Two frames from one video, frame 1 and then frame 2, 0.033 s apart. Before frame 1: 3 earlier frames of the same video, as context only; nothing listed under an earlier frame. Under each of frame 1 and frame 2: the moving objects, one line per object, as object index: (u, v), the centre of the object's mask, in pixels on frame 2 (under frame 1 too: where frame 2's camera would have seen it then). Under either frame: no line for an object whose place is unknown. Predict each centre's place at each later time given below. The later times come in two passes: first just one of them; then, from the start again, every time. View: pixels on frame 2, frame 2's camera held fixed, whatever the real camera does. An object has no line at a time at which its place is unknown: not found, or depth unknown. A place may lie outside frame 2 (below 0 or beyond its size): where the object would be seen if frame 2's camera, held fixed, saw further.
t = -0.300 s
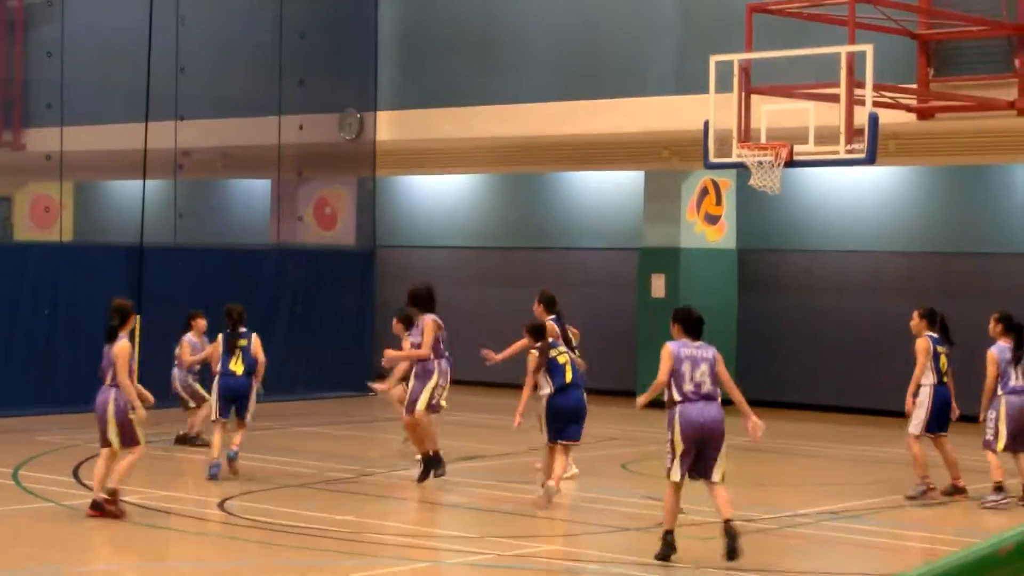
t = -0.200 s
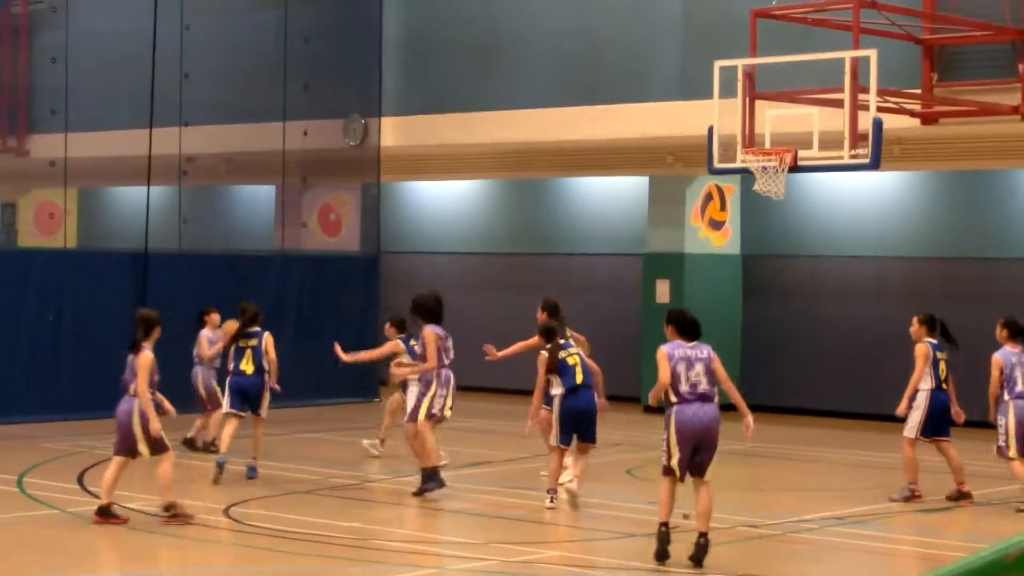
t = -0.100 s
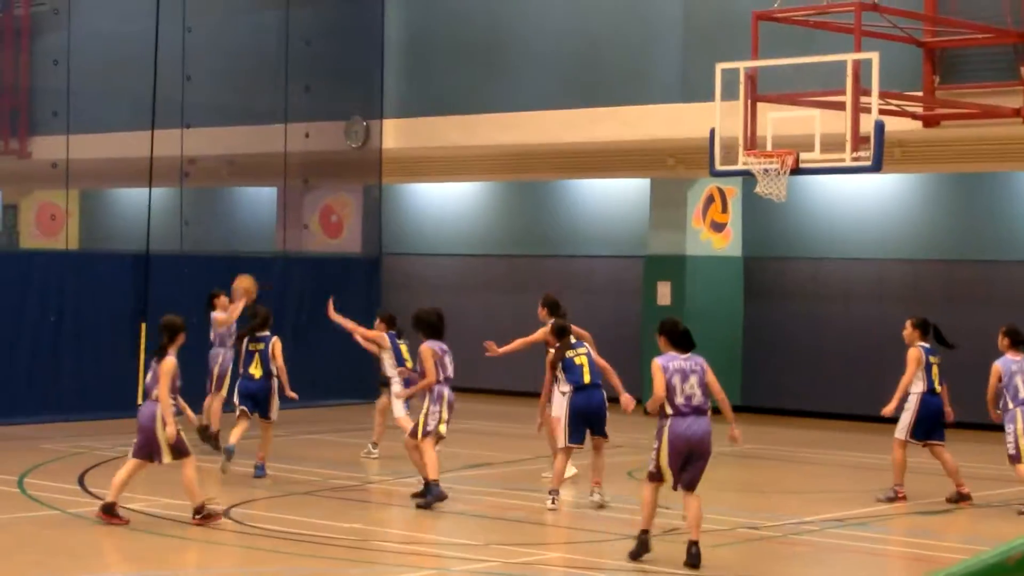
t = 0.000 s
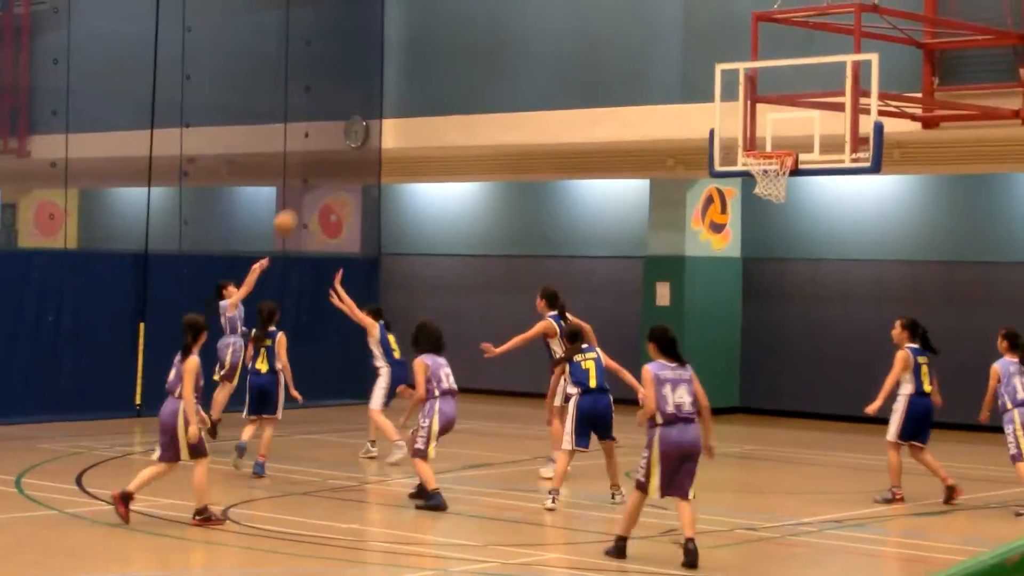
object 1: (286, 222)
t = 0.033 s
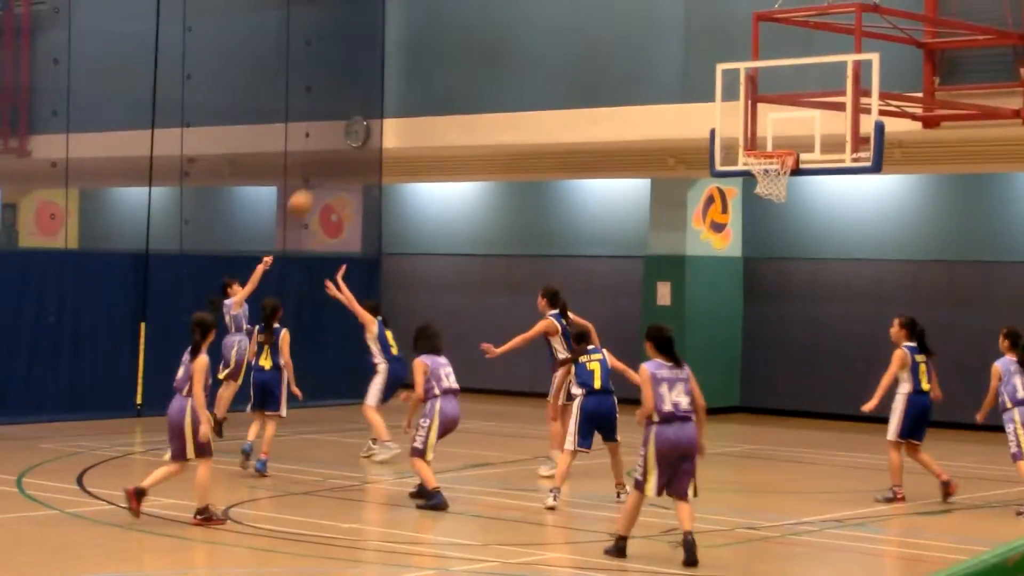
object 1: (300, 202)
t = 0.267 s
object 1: (407, 94)
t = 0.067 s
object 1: (315, 183)
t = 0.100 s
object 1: (331, 167)
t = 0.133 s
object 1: (346, 150)
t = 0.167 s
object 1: (363, 135)
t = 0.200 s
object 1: (377, 120)
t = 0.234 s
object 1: (392, 107)
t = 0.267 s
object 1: (407, 94)
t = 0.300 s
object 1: (422, 84)
